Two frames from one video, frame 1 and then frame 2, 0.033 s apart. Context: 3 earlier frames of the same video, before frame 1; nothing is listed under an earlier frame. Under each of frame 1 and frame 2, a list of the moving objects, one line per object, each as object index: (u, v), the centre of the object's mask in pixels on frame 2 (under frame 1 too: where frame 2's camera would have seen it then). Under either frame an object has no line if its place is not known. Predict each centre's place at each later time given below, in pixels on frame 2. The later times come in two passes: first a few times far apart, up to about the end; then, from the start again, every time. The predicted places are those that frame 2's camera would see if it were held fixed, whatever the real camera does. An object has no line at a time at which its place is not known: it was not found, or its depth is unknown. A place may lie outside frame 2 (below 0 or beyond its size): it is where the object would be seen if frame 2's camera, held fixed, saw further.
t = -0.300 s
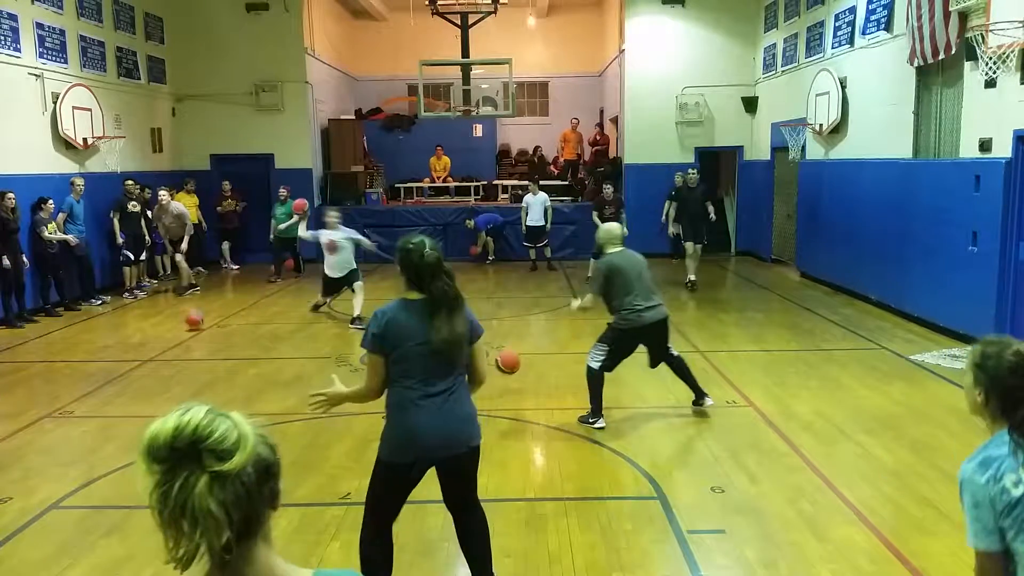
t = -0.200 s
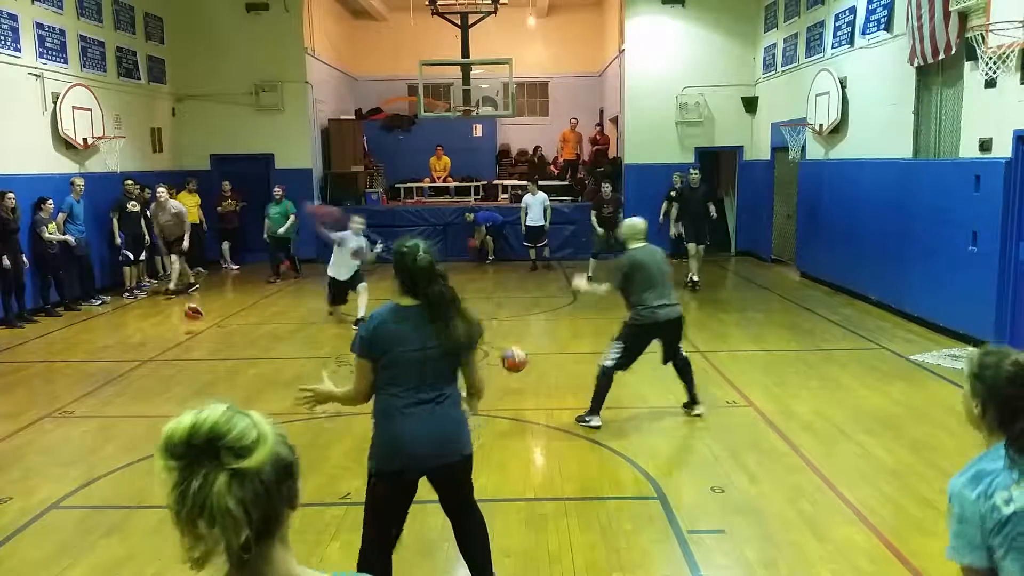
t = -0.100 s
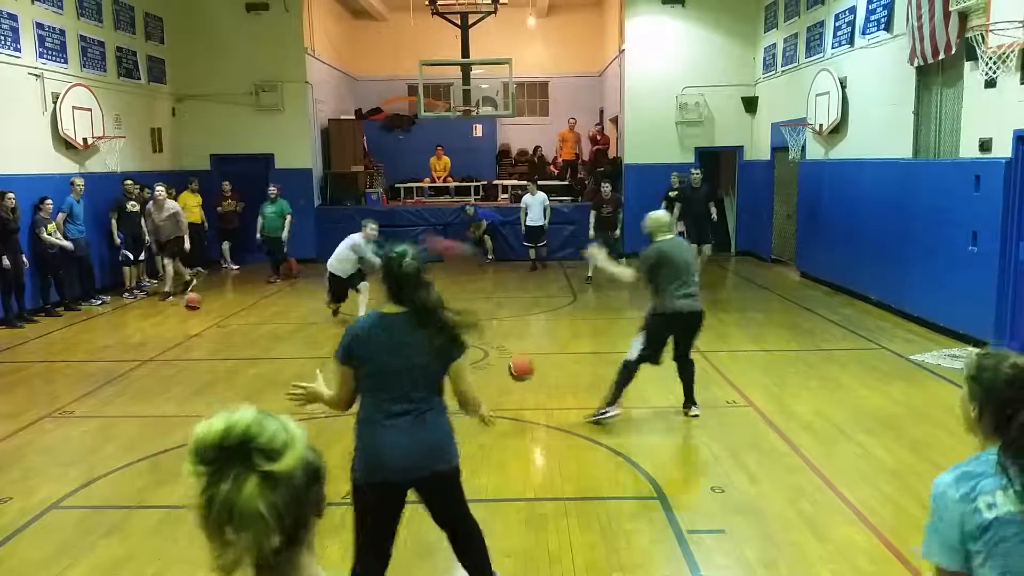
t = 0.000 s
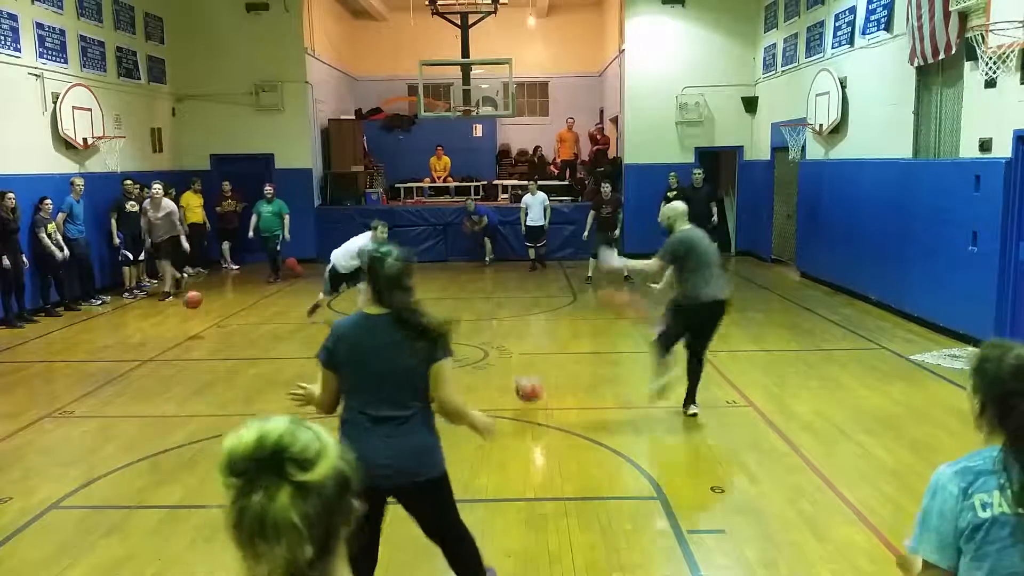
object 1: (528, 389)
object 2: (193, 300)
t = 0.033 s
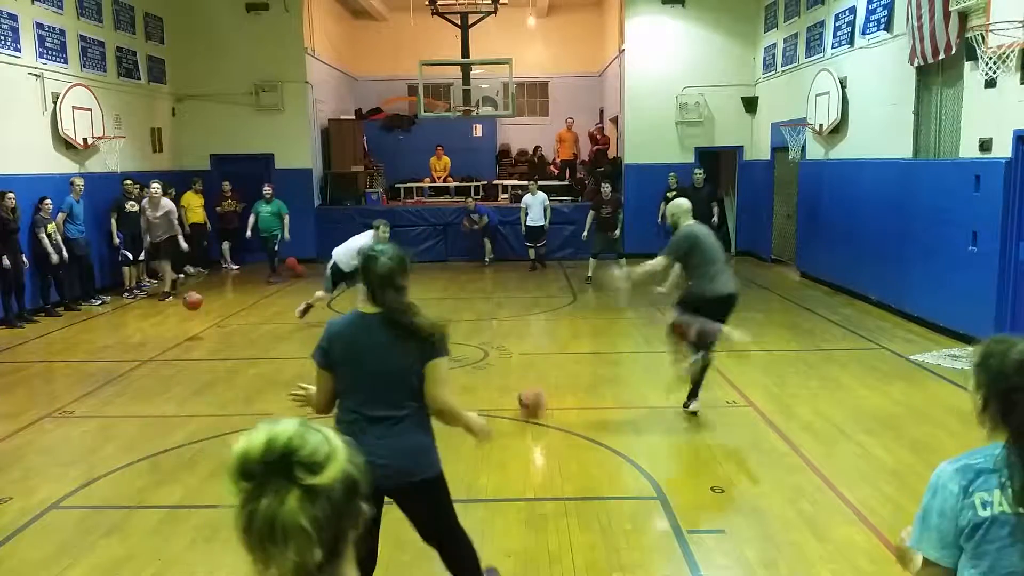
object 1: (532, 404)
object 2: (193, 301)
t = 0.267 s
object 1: (548, 392)
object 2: (194, 332)
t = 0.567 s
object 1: (575, 421)
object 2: (190, 319)
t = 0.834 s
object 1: (598, 457)
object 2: (186, 333)
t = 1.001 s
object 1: (615, 453)
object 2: (183, 335)
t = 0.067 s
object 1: (534, 405)
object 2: (192, 302)
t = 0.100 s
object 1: (536, 399)
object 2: (192, 305)
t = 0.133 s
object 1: (539, 394)
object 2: (193, 309)
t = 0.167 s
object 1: (541, 391)
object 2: (193, 312)
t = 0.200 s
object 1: (544, 390)
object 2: (193, 319)
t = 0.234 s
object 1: (546, 391)
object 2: (194, 326)
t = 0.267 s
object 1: (548, 392)
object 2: (194, 332)
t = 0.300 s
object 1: (551, 395)
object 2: (193, 328)
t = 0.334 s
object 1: (554, 400)
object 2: (192, 323)
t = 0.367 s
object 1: (557, 403)
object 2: (192, 320)
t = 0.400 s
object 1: (560, 409)
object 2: (191, 318)
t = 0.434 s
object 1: (563, 420)
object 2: (191, 319)
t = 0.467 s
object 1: (566, 433)
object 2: (192, 316)
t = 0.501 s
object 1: (569, 431)
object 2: (191, 316)
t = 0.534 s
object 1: (572, 426)
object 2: (190, 317)
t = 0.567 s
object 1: (575, 421)
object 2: (190, 319)
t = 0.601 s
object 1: (577, 421)
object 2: (190, 322)
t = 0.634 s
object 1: (580, 421)
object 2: (189, 326)
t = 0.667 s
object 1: (582, 423)
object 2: (189, 330)
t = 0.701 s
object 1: (586, 426)
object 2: (190, 339)
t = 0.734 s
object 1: (589, 431)
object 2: (189, 343)
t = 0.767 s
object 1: (592, 437)
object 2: (188, 339)
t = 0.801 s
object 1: (594, 444)
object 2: (187, 333)
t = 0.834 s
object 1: (598, 457)
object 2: (186, 333)
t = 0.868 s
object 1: (602, 461)
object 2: (186, 331)
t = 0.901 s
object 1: (605, 455)
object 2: (185, 330)
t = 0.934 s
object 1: (608, 453)
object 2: (184, 332)
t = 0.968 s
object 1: (611, 452)
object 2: (183, 332)
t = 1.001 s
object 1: (615, 453)
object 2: (183, 335)
